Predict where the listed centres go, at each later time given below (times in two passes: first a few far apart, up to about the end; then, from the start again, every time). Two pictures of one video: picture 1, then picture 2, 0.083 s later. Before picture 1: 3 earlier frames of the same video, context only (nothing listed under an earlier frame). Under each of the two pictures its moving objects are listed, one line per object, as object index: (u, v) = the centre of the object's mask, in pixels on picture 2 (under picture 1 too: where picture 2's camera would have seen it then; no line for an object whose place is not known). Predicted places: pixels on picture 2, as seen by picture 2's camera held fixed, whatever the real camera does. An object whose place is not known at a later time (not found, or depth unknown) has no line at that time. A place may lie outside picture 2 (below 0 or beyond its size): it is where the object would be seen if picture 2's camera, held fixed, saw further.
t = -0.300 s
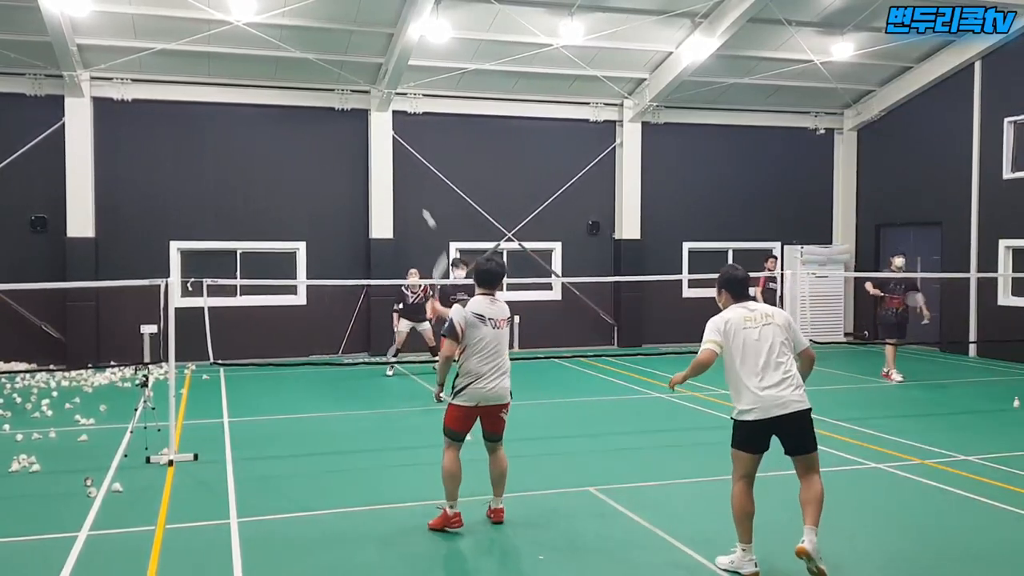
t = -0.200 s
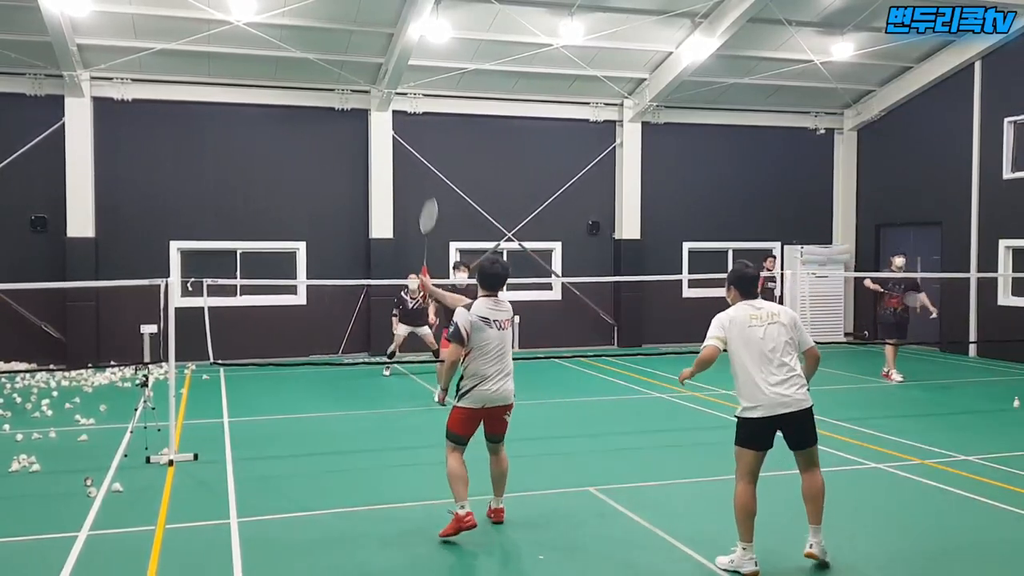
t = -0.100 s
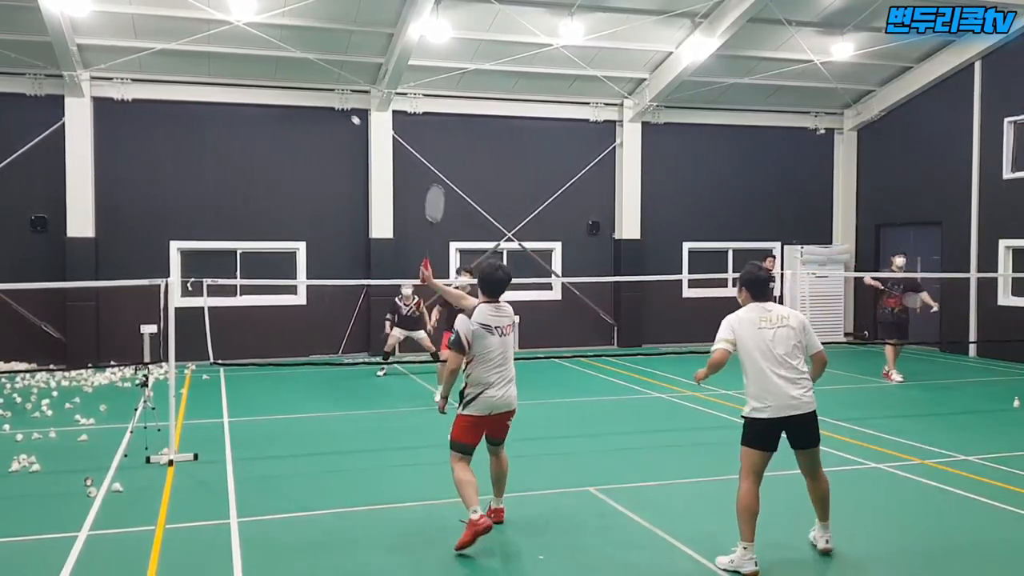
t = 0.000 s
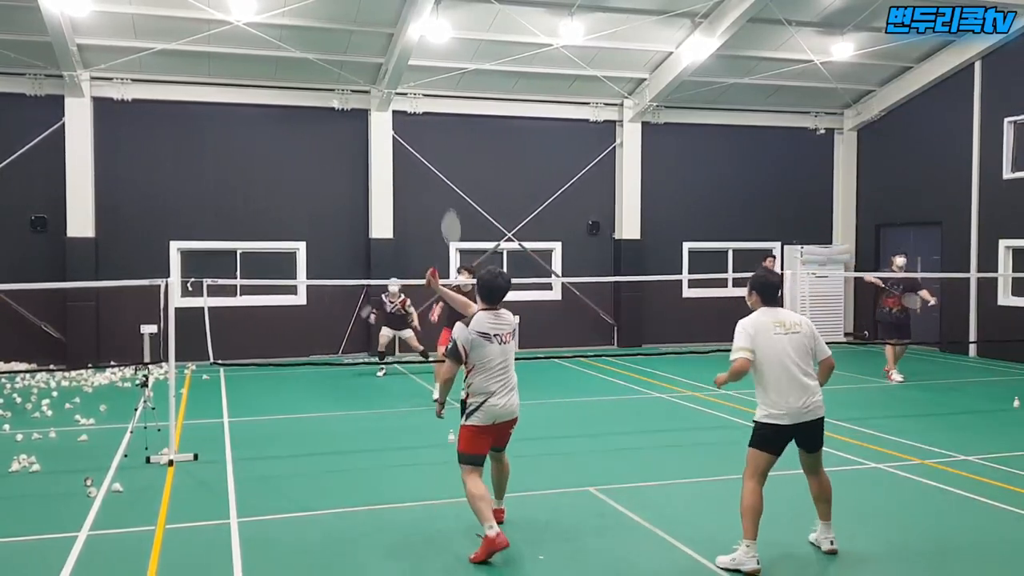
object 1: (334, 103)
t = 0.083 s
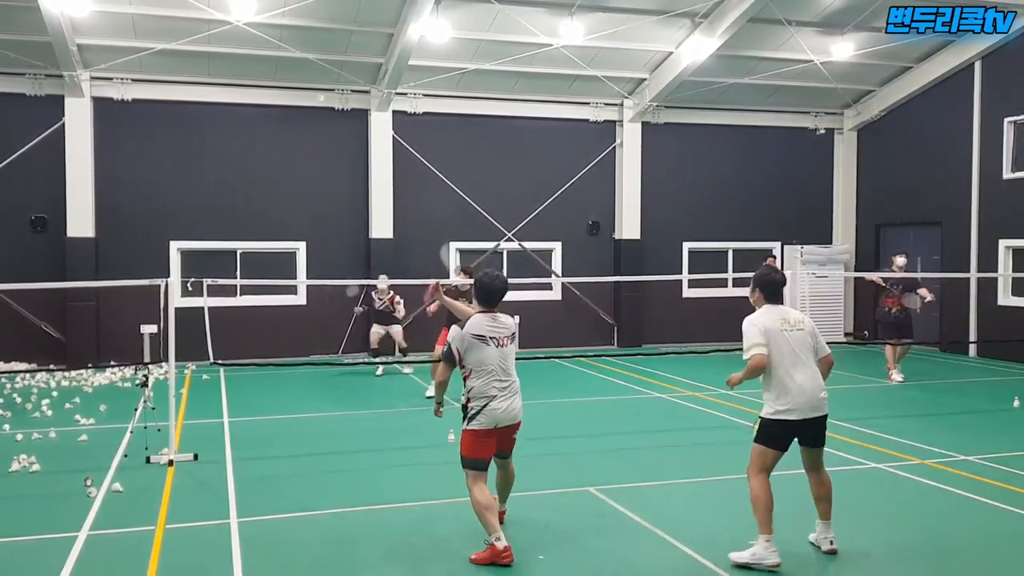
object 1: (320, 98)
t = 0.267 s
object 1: (299, 105)
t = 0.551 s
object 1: (276, 154)
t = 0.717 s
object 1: (268, 199)
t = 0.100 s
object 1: (318, 97)
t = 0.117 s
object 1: (316, 97)
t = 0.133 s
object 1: (314, 97)
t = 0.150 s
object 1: (312, 97)
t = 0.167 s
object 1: (310, 98)
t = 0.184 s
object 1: (308, 98)
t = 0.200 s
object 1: (306, 99)
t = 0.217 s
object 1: (304, 100)
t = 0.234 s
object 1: (302, 101)
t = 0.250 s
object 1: (299, 103)
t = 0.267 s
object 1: (299, 105)
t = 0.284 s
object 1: (296, 107)
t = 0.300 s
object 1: (295, 109)
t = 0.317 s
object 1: (293, 110)
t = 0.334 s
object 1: (291, 113)
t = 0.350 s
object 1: (290, 115)
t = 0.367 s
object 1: (288, 118)
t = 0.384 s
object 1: (287, 120)
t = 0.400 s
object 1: (285, 123)
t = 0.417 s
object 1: (283, 126)
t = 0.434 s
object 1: (283, 129)
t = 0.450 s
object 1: (281, 132)
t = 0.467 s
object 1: (281, 136)
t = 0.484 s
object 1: (280, 139)
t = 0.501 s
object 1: (279, 143)
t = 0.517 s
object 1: (278, 146)
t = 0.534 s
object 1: (277, 150)
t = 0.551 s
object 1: (276, 154)
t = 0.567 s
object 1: (275, 158)
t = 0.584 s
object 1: (274, 162)
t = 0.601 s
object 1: (273, 167)
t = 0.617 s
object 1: (272, 171)
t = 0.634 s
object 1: (272, 176)
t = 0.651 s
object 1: (271, 181)
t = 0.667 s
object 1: (270, 185)
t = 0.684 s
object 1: (269, 190)
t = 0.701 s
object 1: (268, 194)
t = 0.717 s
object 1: (268, 199)
